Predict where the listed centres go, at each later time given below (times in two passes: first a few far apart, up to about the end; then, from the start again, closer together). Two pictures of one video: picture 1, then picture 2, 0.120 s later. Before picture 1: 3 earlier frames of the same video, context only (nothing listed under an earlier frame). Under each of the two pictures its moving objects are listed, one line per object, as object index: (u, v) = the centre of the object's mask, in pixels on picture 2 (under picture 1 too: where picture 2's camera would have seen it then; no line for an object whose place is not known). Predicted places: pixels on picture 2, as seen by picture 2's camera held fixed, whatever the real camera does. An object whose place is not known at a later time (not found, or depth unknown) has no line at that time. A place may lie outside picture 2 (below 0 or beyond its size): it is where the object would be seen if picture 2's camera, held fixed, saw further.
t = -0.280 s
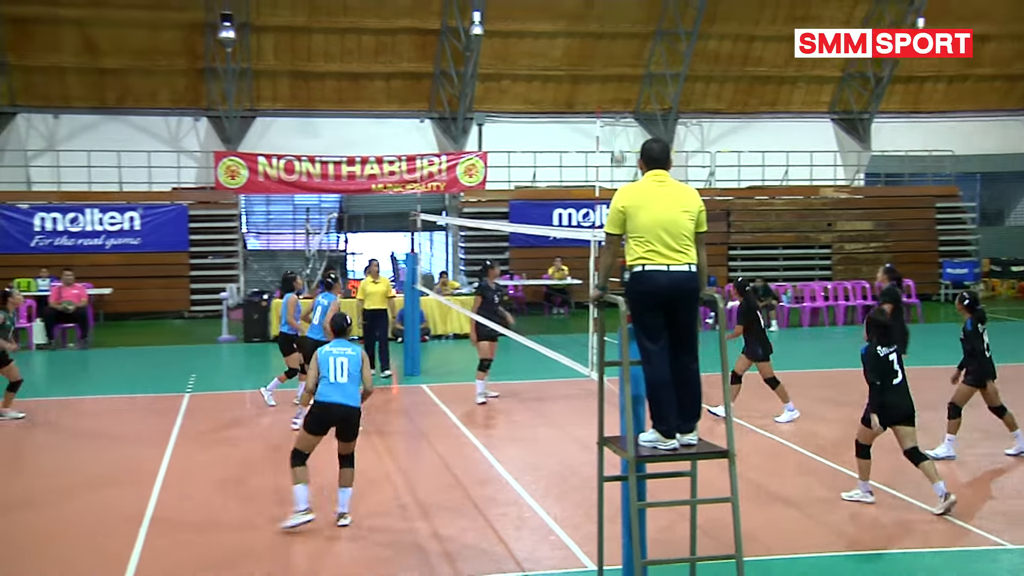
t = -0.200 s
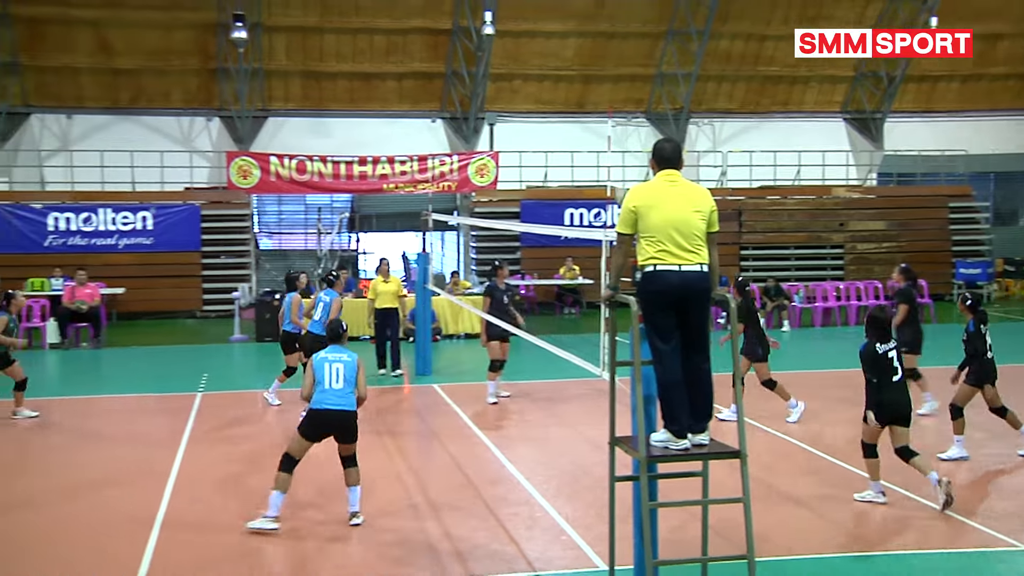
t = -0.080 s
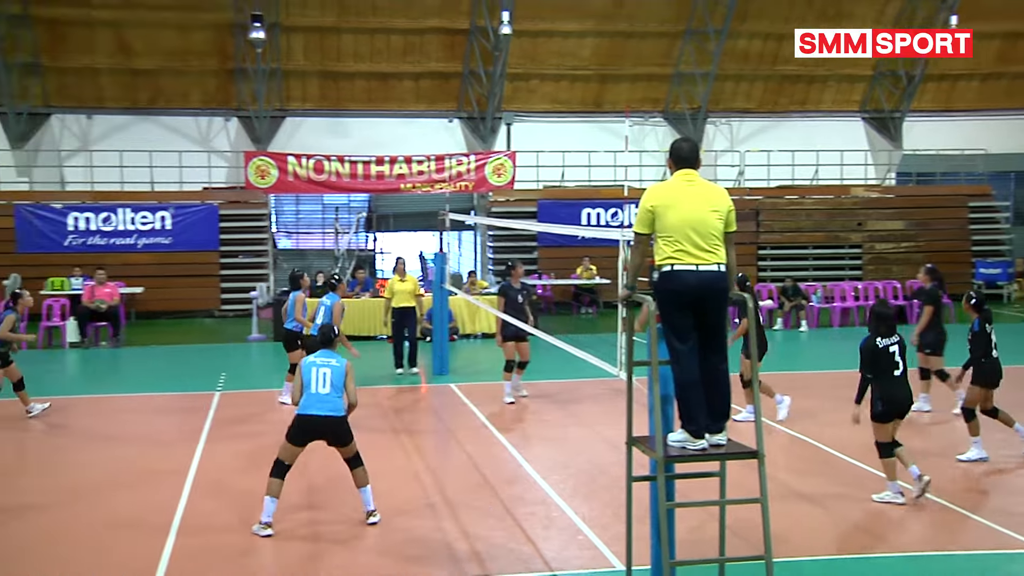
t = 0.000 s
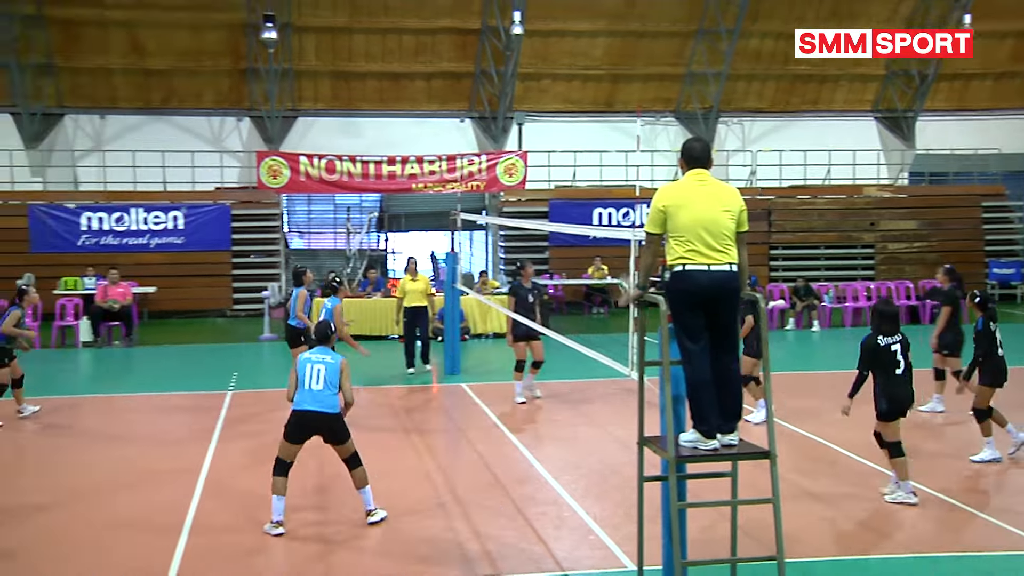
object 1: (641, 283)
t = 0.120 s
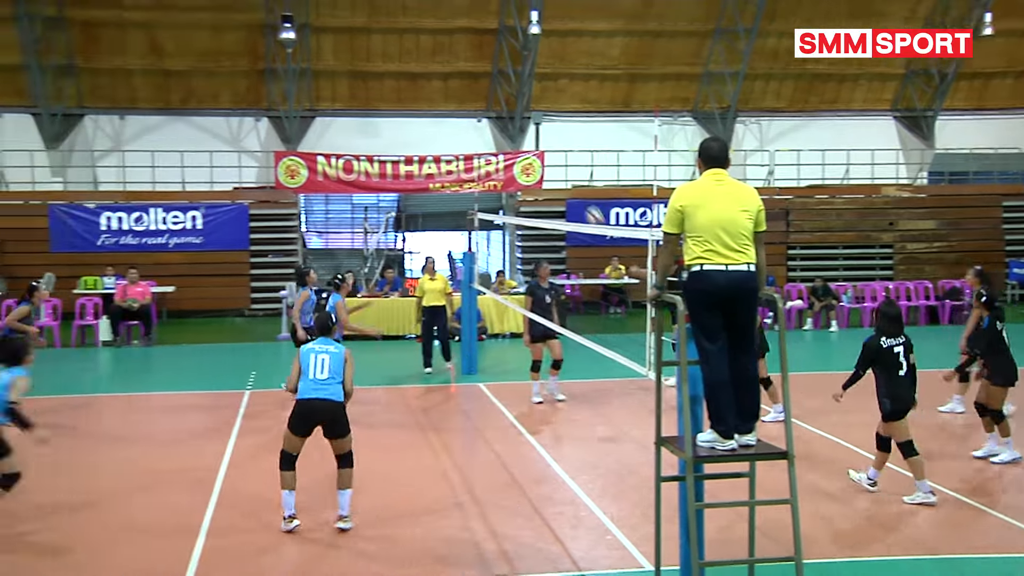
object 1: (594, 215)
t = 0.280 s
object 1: (521, 138)
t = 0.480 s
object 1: (421, 62)
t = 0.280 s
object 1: (521, 138)
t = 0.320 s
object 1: (502, 123)
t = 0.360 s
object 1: (483, 105)
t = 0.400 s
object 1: (462, 89)
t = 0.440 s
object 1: (442, 75)
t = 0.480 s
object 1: (421, 62)
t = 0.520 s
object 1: (400, 50)
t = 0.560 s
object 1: (377, 39)
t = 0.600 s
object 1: (355, 30)
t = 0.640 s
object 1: (332, 22)
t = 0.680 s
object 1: (308, 16)
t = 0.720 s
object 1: (285, 11)
